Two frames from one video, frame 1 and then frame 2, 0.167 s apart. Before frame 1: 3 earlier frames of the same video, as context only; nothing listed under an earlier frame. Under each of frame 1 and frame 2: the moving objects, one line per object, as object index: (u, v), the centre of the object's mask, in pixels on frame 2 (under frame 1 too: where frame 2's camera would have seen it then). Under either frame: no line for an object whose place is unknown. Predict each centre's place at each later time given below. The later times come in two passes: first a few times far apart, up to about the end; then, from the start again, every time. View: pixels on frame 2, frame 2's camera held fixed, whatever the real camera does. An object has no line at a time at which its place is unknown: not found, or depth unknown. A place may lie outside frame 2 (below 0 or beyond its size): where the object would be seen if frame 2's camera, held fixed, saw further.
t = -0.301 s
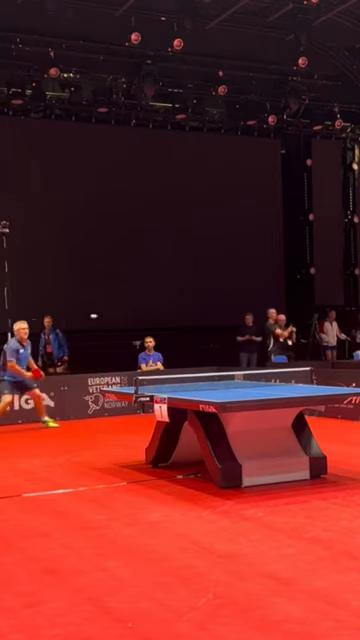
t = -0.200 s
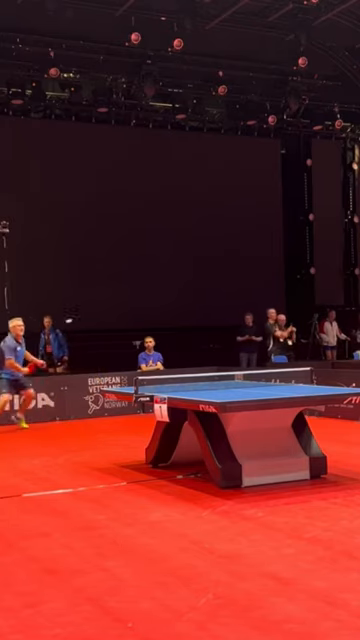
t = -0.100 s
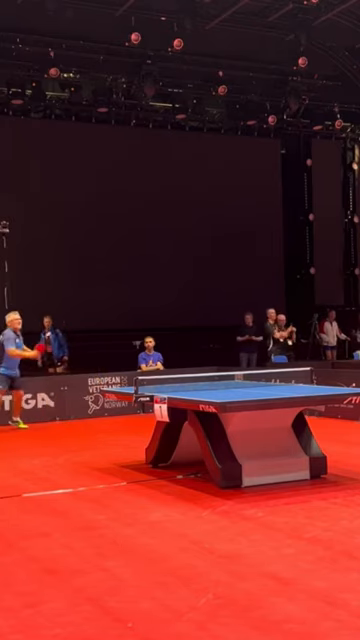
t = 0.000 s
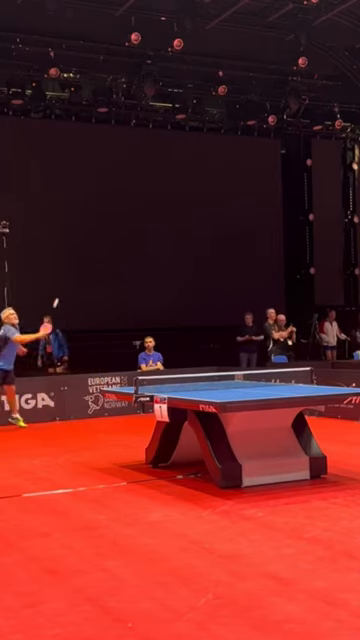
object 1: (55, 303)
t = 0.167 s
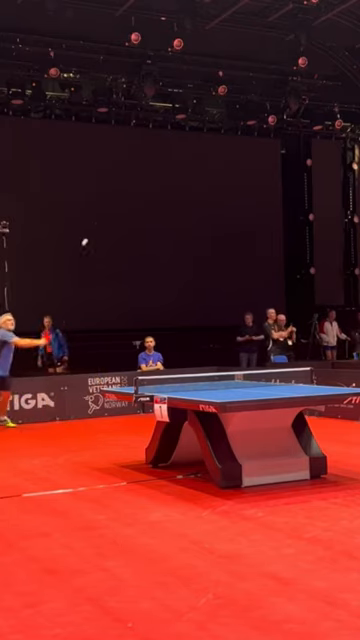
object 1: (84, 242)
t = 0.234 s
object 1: (96, 226)
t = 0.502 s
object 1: (144, 212)
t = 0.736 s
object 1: (186, 269)
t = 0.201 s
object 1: (90, 233)
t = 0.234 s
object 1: (96, 226)
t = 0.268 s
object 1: (102, 220)
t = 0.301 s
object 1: (108, 215)
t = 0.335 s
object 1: (114, 211)
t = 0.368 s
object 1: (120, 209)
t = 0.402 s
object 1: (126, 207)
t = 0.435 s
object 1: (132, 207)
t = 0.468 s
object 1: (138, 209)
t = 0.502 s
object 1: (144, 212)
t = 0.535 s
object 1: (150, 216)
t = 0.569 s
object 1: (156, 221)
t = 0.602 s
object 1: (162, 228)
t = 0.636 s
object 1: (168, 236)
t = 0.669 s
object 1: (173, 245)
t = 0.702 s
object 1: (180, 256)
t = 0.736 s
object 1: (186, 269)
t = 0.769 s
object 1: (191, 283)
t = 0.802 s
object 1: (197, 298)
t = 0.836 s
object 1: (203, 314)
